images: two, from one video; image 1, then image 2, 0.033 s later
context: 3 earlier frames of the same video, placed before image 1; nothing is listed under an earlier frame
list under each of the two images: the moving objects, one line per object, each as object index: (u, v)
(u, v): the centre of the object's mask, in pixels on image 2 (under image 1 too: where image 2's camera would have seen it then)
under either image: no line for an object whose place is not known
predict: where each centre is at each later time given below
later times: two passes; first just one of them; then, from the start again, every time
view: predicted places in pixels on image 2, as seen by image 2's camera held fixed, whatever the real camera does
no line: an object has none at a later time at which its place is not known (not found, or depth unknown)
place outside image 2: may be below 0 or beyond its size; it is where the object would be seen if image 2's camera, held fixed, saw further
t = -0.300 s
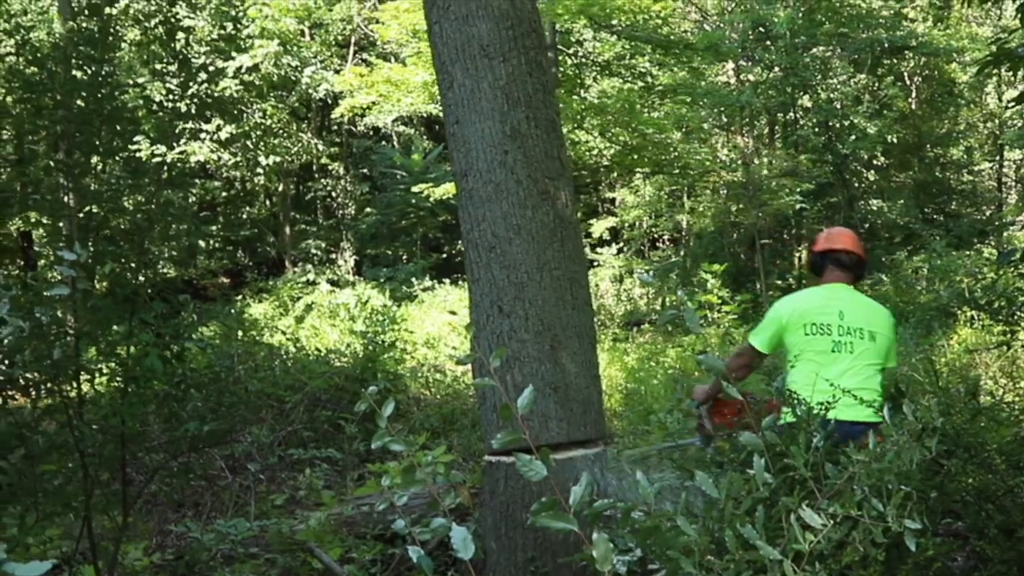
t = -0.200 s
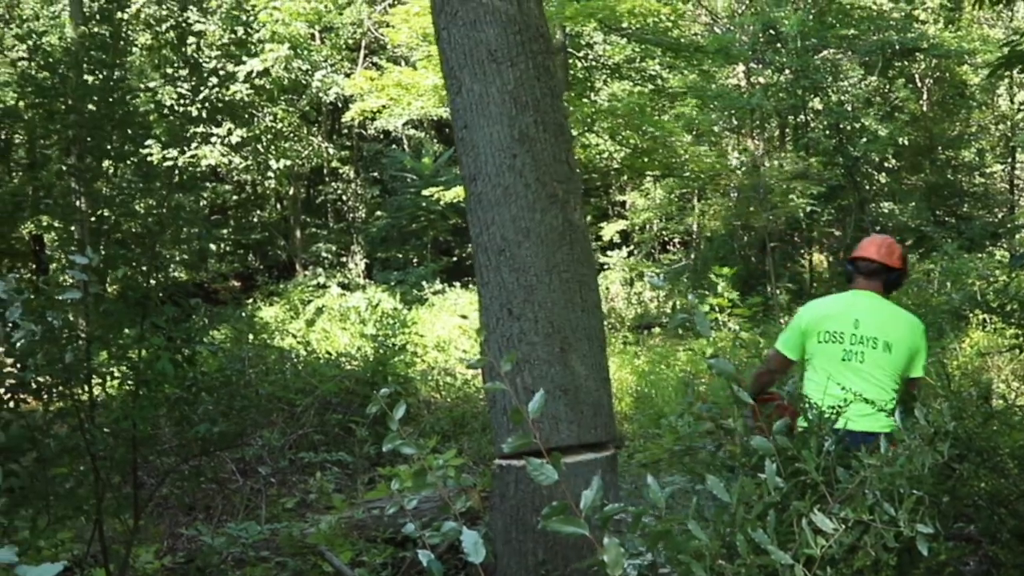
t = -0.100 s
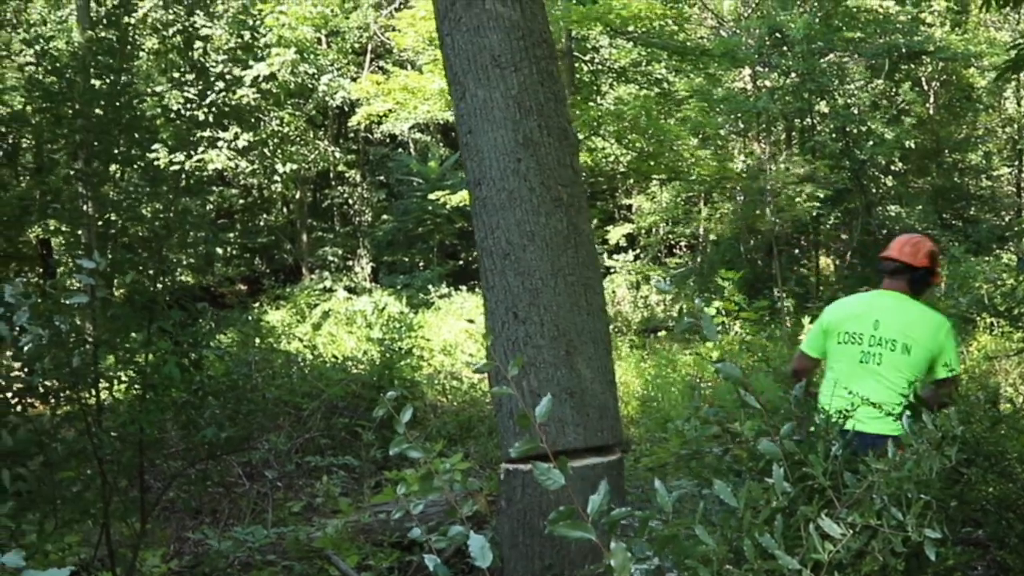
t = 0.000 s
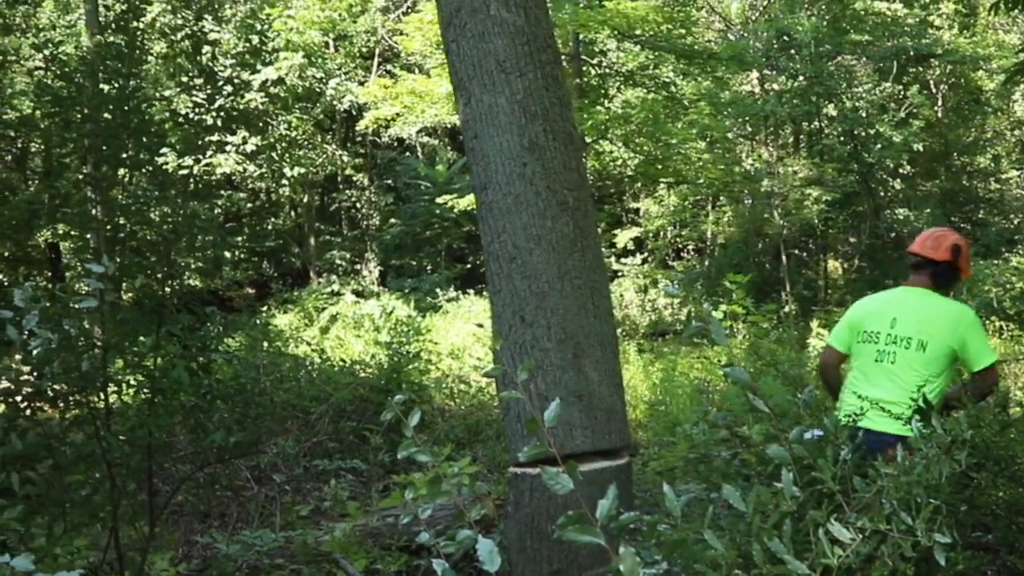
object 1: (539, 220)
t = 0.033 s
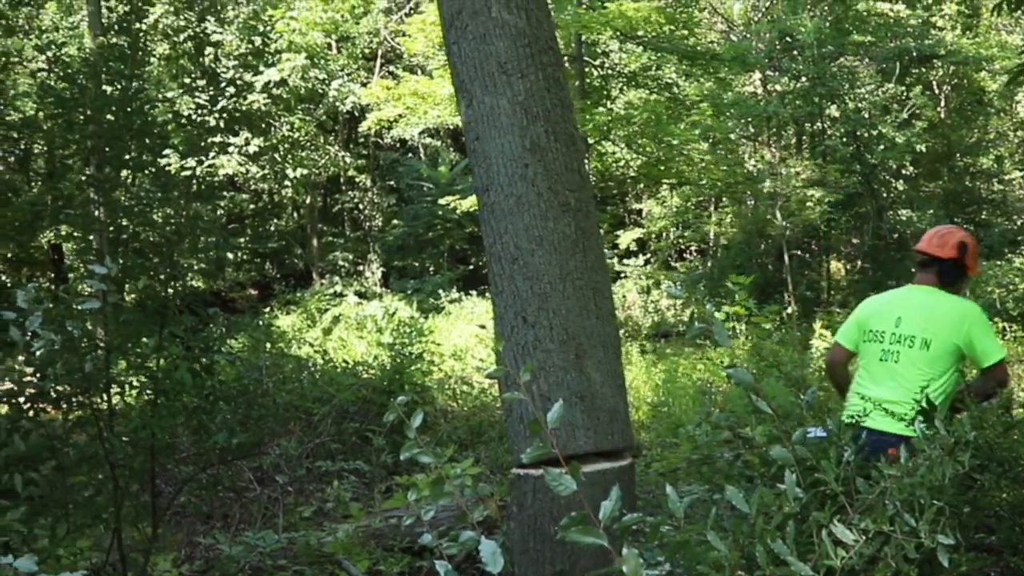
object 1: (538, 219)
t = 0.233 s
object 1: (533, 216)
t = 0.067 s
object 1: (537, 219)
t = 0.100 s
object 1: (536, 224)
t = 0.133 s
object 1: (536, 218)
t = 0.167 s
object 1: (535, 217)
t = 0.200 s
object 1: (534, 217)
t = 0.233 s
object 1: (533, 216)
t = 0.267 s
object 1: (532, 217)
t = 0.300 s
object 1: (532, 215)
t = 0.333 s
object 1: (531, 217)
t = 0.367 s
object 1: (529, 222)
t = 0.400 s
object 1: (528, 222)
